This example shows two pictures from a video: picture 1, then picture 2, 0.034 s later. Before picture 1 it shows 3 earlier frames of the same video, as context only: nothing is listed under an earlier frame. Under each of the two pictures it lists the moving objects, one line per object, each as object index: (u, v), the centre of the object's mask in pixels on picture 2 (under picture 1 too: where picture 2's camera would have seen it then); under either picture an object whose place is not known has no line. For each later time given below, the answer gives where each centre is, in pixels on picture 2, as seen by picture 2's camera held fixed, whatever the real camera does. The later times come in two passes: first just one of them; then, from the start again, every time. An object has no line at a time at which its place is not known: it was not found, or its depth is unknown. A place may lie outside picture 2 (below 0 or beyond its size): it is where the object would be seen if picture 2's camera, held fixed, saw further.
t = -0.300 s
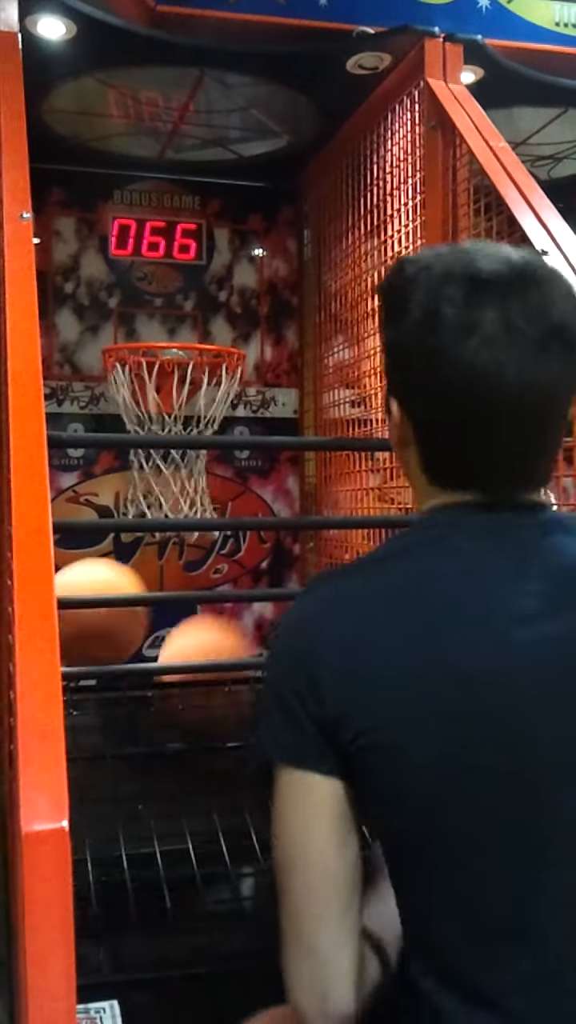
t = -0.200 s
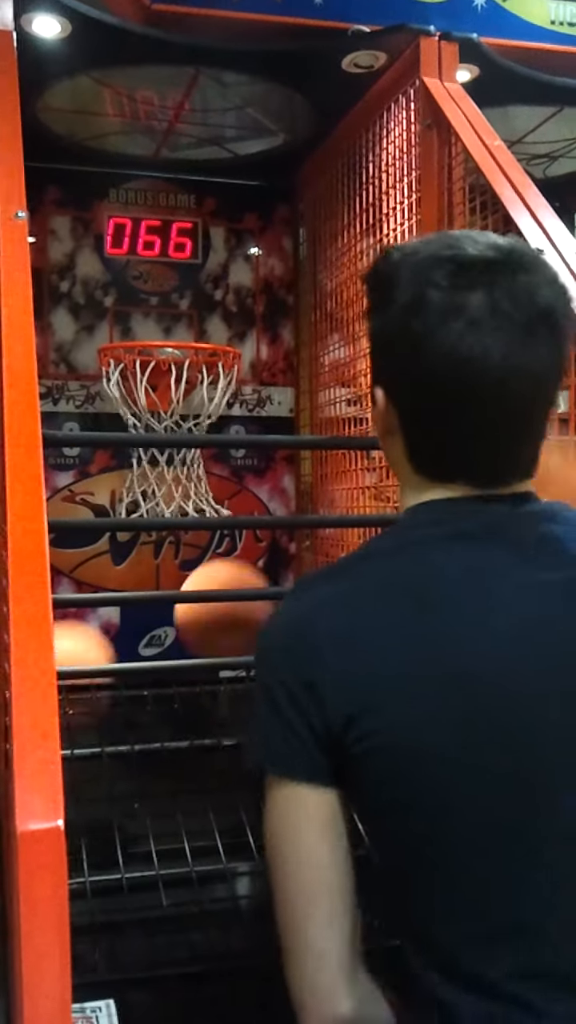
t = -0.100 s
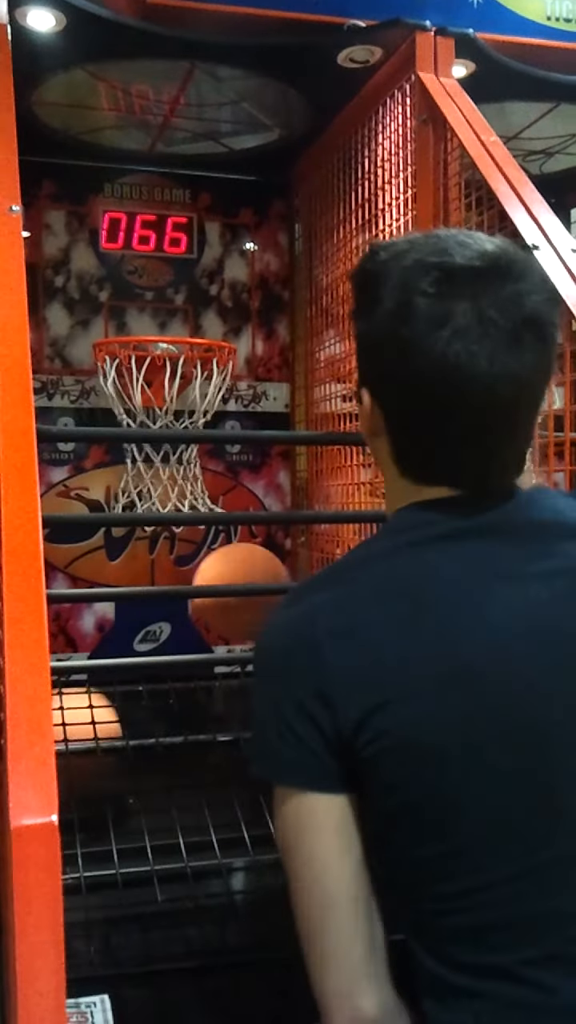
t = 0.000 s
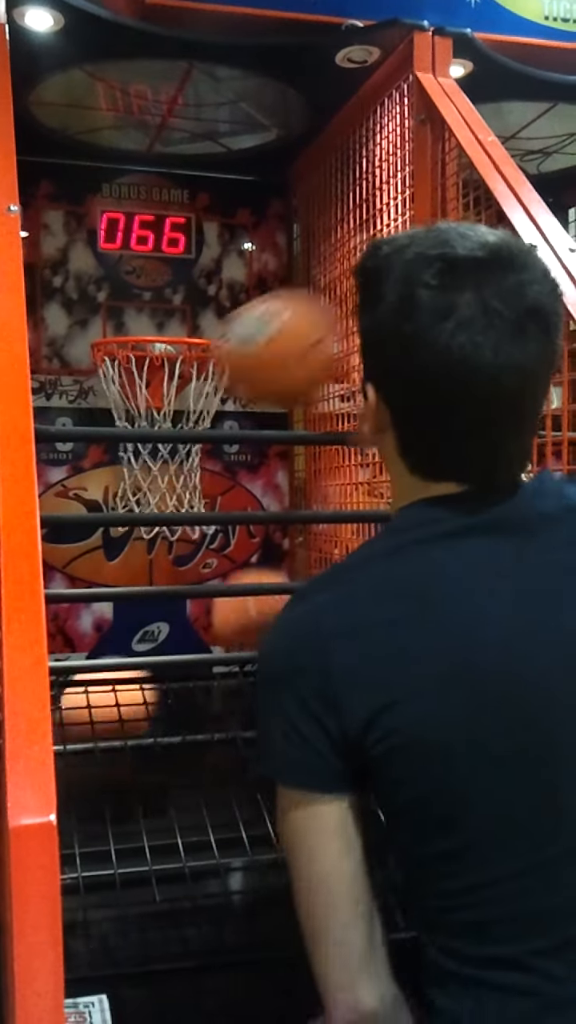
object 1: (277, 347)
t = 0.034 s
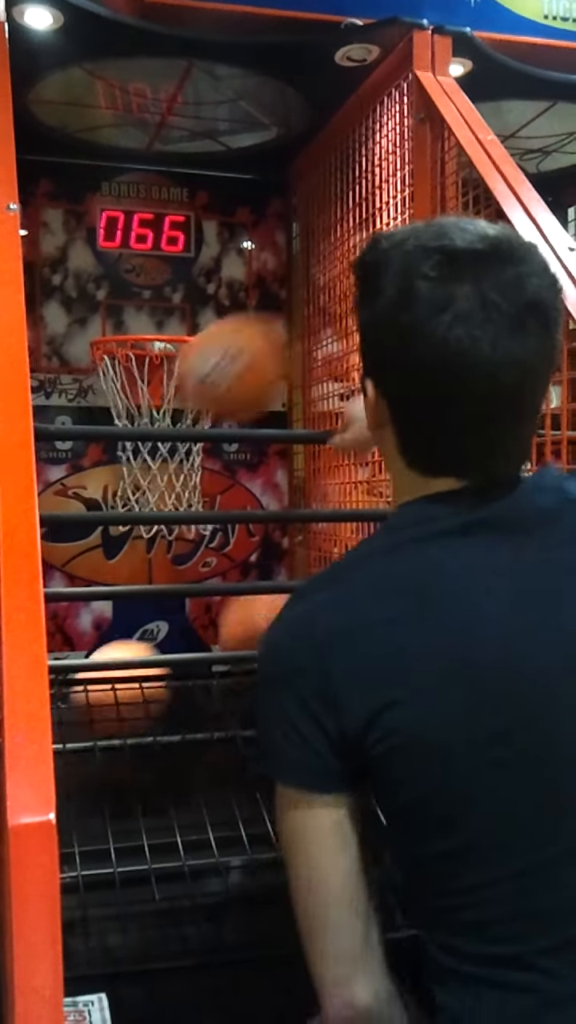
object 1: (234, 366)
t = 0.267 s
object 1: (108, 502)
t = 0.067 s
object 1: (200, 388)
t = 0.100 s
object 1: (174, 401)
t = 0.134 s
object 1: (149, 443)
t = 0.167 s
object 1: (134, 464)
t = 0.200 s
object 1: (122, 469)
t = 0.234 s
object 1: (112, 476)
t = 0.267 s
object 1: (108, 502)
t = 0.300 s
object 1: (101, 552)
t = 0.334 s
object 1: (103, 563)
